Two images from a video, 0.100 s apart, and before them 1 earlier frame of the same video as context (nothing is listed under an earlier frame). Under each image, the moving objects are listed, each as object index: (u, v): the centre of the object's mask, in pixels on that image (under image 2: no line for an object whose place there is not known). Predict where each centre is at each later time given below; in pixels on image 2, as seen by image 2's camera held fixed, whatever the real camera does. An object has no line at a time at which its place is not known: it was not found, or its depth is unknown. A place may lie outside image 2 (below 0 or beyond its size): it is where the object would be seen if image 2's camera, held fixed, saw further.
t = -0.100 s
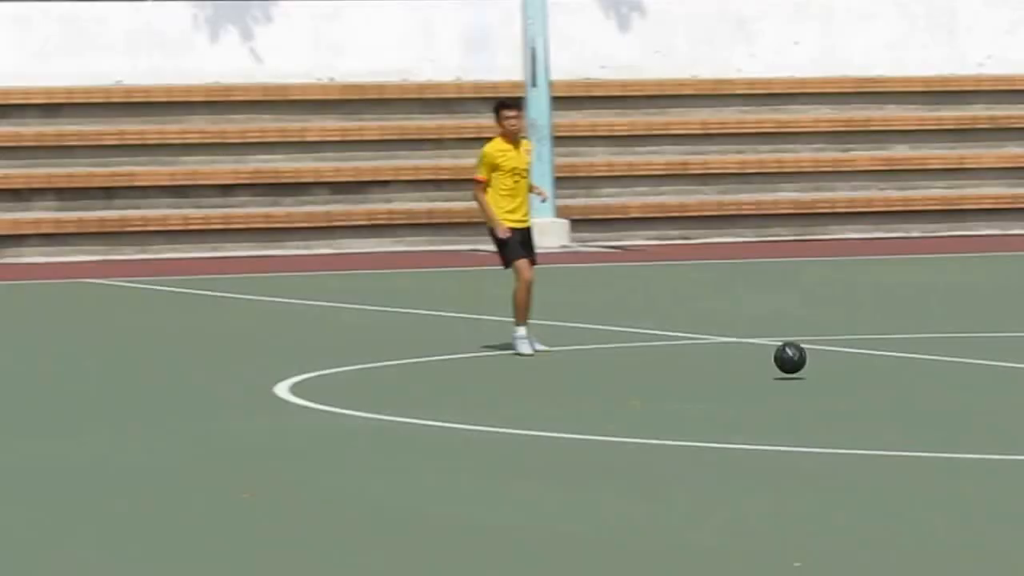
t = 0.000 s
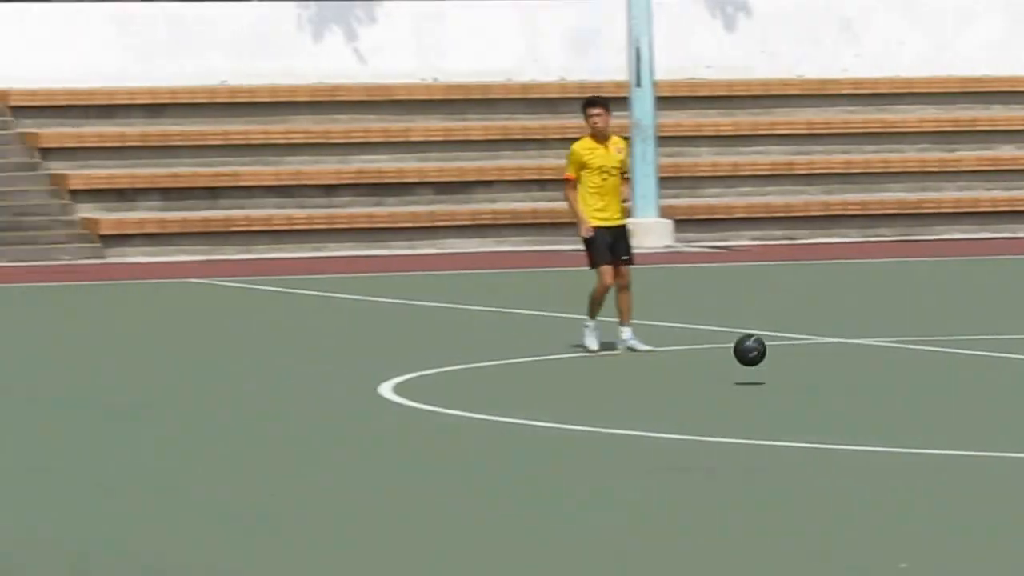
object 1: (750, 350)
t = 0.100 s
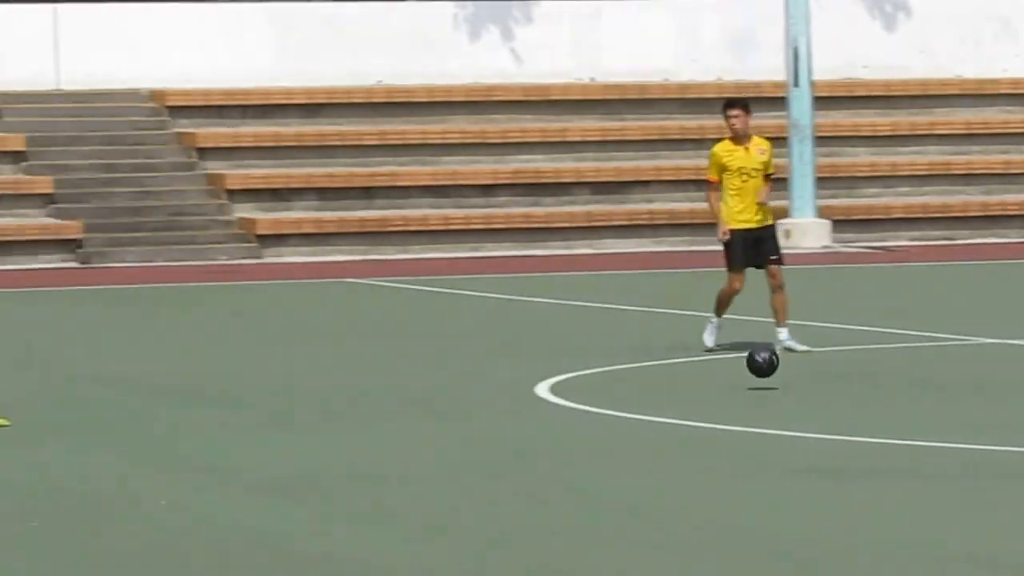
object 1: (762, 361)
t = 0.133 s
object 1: (717, 367)
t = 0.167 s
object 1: (670, 375)
